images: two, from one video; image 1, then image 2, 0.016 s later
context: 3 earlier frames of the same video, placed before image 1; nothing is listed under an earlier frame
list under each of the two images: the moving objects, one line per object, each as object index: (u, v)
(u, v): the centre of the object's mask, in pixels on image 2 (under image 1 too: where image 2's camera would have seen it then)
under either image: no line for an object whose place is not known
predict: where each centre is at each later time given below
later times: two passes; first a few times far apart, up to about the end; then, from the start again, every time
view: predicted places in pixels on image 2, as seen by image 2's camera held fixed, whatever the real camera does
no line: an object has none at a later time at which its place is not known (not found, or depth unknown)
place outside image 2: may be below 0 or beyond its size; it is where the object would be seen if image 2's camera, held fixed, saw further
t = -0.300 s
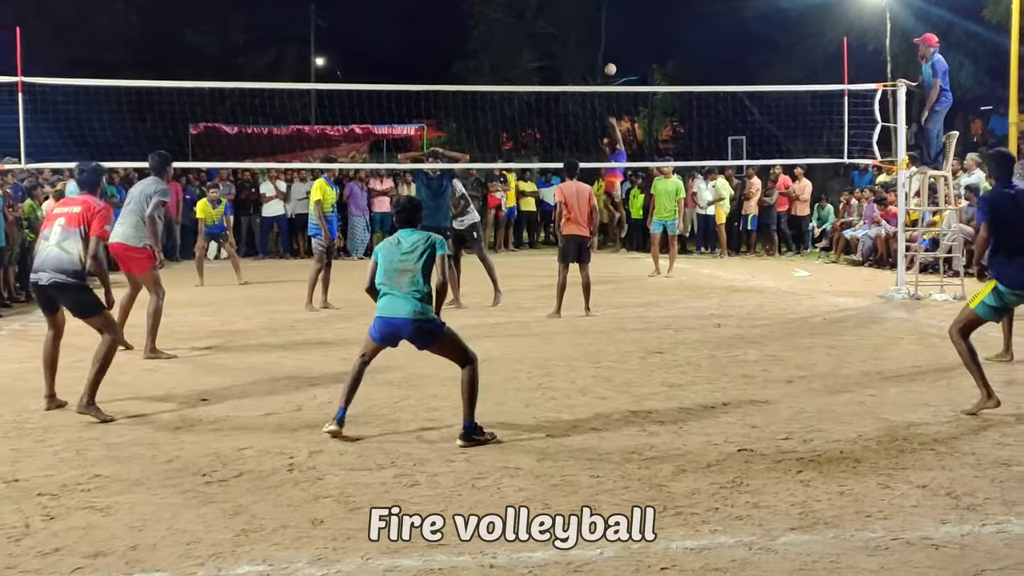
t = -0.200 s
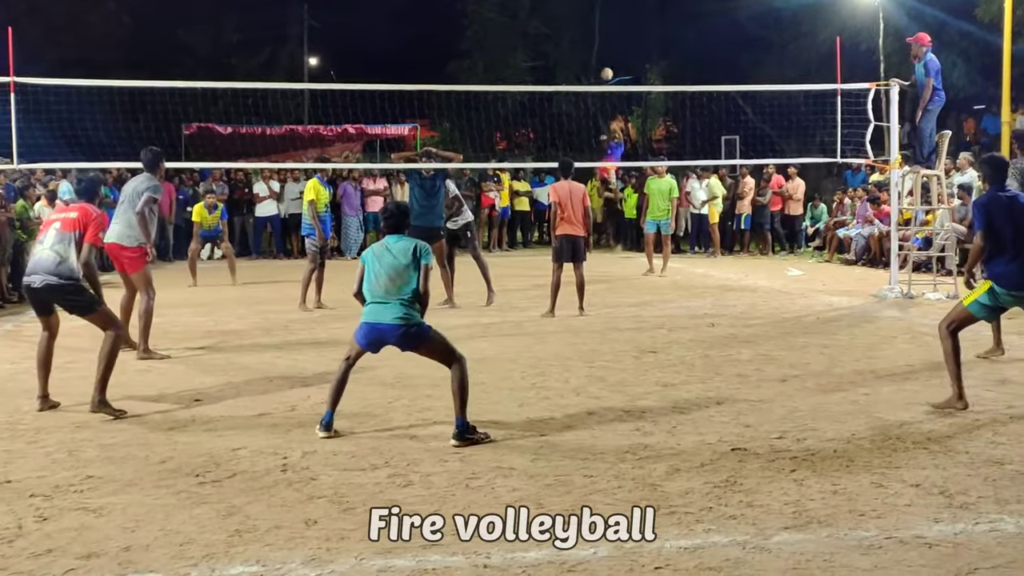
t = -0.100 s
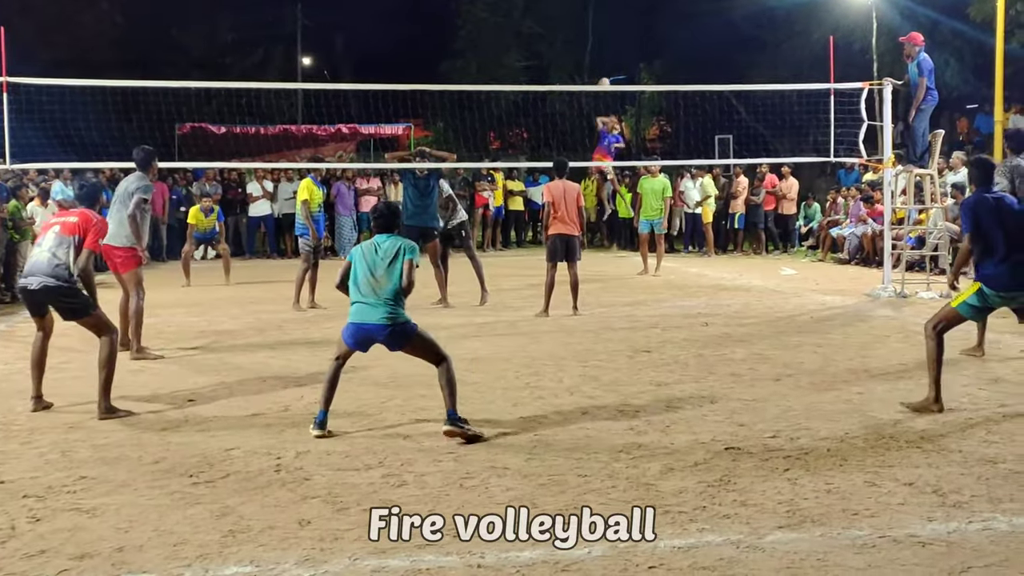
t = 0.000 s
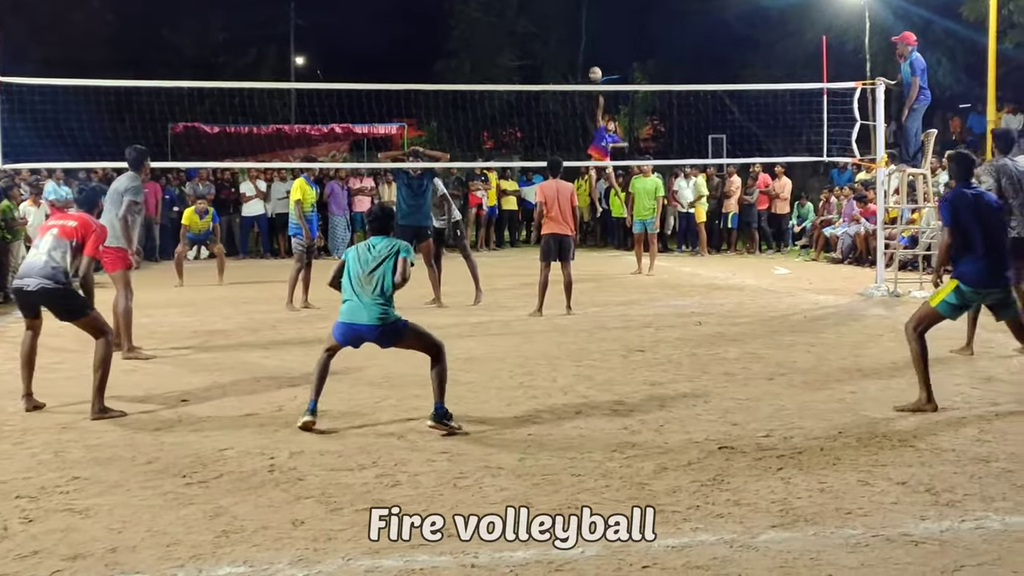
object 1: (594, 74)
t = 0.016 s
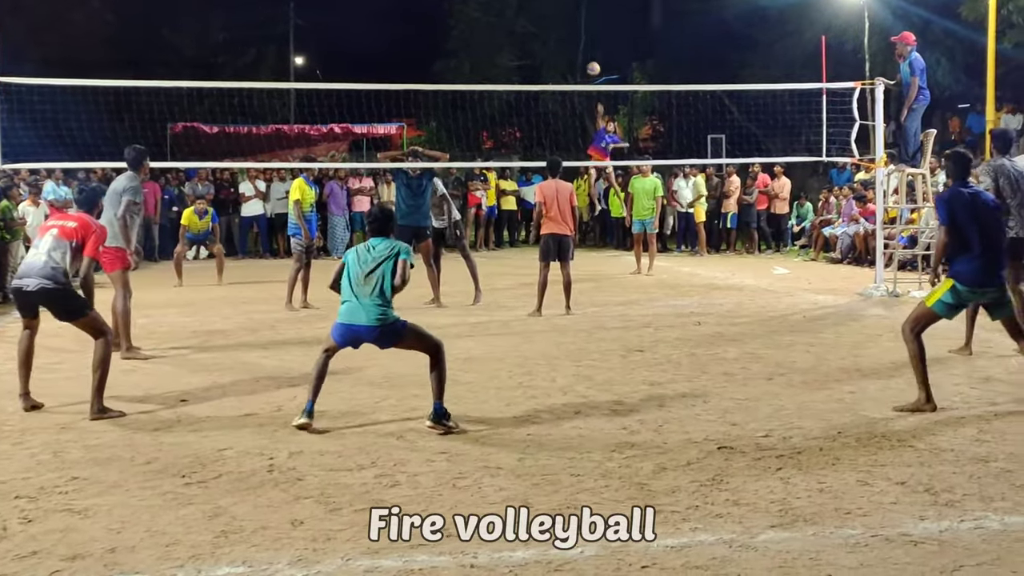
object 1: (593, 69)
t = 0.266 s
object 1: (574, 13)
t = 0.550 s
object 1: (558, 28)
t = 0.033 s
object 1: (592, 64)
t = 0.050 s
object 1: (590, 59)
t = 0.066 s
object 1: (589, 54)
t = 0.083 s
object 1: (588, 50)
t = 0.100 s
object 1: (587, 46)
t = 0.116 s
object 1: (585, 42)
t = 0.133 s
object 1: (584, 38)
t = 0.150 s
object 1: (582, 34)
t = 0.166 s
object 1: (581, 30)
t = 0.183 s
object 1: (580, 27)
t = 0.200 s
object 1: (579, 23)
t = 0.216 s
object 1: (578, 20)
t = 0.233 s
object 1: (577, 18)
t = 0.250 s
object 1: (575, 15)
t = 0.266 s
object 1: (574, 13)
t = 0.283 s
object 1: (573, 11)
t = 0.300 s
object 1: (572, 9)
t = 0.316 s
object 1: (571, 8)
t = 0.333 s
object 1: (570, 7)
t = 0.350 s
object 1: (569, 6)
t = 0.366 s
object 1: (568, 6)
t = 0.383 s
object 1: (567, 6)
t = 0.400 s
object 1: (566, 7)
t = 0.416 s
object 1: (565, 7)
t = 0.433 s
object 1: (564, 8)
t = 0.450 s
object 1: (564, 9)
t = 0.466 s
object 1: (562, 11)
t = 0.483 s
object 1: (562, 13)
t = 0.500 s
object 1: (561, 16)
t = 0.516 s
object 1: (560, 19)
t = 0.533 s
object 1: (559, 23)
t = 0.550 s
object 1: (558, 28)
